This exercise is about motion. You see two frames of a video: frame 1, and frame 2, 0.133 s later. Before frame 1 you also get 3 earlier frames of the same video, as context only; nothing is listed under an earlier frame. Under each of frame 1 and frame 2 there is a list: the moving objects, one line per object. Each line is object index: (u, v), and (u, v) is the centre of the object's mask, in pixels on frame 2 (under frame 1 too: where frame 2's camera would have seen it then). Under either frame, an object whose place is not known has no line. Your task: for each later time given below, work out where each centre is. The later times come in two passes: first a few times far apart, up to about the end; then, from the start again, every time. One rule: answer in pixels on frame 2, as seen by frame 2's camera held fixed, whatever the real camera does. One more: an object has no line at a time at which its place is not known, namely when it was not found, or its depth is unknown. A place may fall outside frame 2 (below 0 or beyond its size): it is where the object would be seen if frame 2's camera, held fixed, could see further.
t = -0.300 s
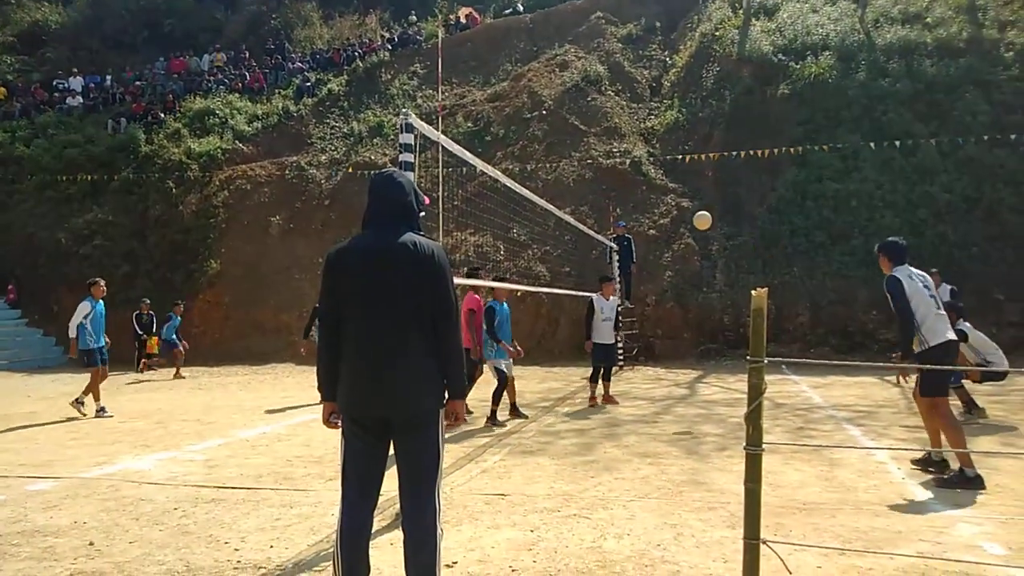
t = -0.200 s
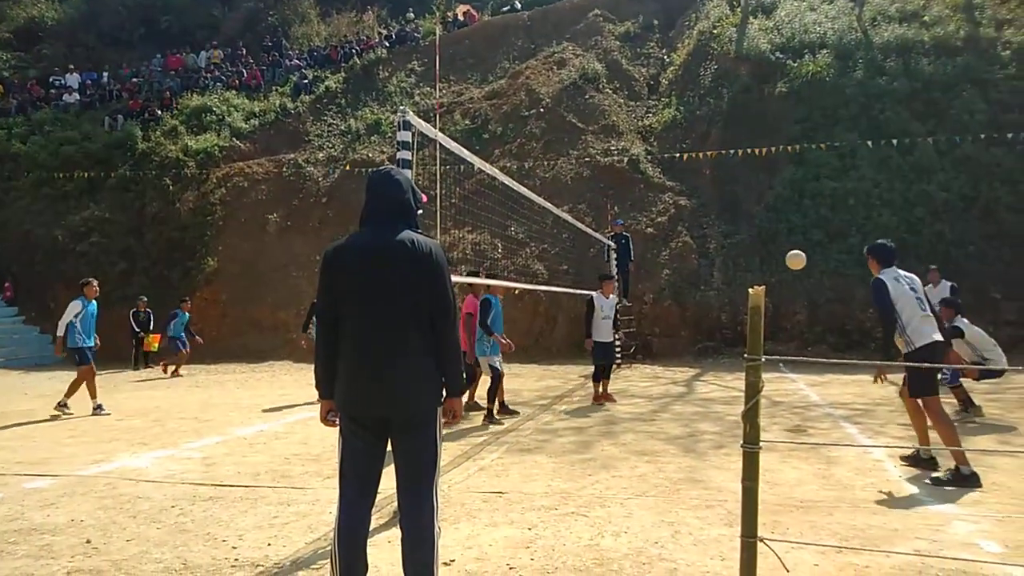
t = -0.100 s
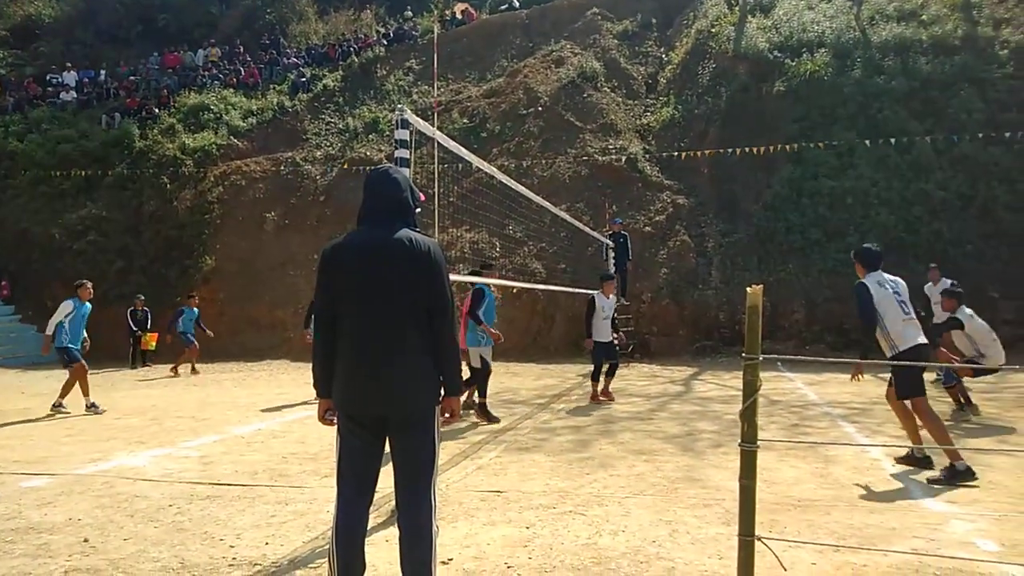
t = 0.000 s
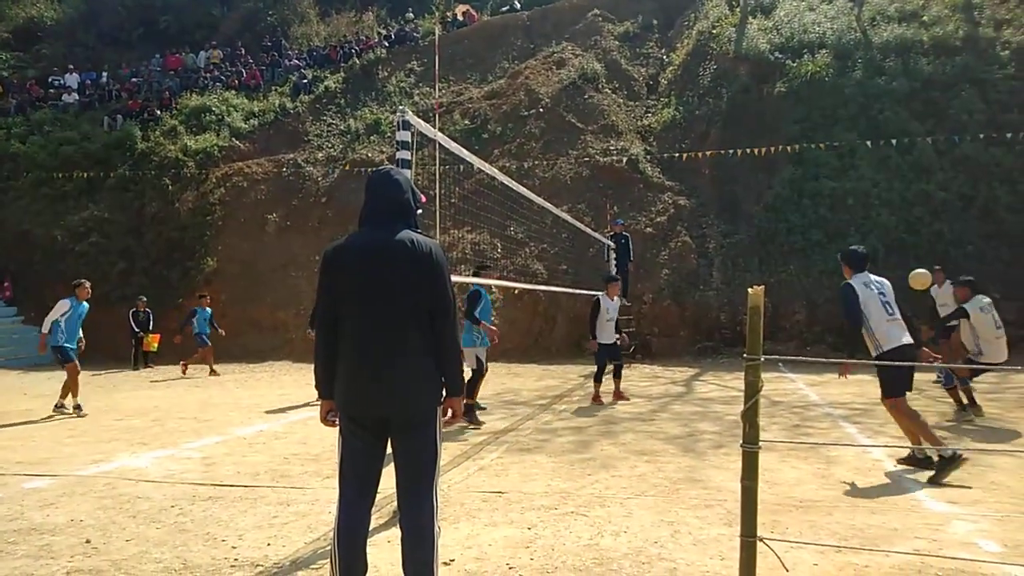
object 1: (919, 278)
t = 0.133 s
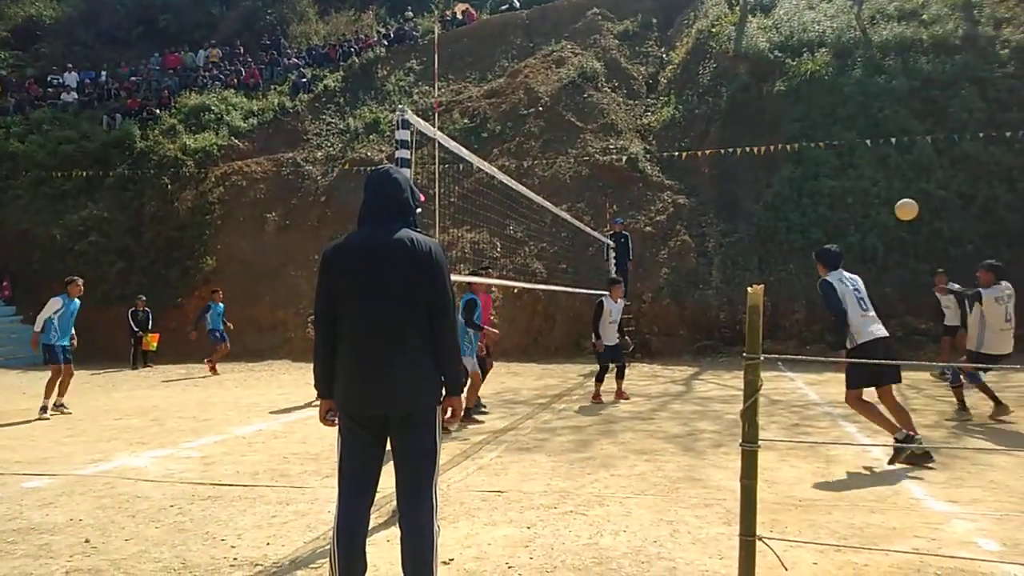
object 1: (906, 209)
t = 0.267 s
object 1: (894, 157)
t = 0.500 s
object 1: (873, 107)
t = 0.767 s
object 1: (851, 113)
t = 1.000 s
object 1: (833, 177)
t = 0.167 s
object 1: (903, 195)
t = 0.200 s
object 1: (900, 181)
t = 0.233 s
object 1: (897, 169)
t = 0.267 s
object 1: (894, 157)
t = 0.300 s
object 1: (891, 147)
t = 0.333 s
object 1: (888, 137)
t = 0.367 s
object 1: (885, 129)
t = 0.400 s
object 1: (882, 122)
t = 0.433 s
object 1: (879, 116)
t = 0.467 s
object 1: (876, 111)
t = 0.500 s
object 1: (873, 107)
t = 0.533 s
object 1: (870, 104)
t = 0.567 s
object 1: (868, 102)
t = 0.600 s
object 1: (865, 101)
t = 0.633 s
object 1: (862, 101)
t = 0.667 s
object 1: (859, 102)
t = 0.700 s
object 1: (856, 105)
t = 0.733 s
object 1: (854, 108)
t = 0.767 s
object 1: (851, 113)
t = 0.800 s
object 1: (848, 118)
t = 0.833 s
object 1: (846, 125)
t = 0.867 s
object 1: (843, 133)
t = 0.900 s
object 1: (841, 142)
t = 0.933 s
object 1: (838, 153)
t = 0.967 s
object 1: (835, 164)
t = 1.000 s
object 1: (833, 177)
